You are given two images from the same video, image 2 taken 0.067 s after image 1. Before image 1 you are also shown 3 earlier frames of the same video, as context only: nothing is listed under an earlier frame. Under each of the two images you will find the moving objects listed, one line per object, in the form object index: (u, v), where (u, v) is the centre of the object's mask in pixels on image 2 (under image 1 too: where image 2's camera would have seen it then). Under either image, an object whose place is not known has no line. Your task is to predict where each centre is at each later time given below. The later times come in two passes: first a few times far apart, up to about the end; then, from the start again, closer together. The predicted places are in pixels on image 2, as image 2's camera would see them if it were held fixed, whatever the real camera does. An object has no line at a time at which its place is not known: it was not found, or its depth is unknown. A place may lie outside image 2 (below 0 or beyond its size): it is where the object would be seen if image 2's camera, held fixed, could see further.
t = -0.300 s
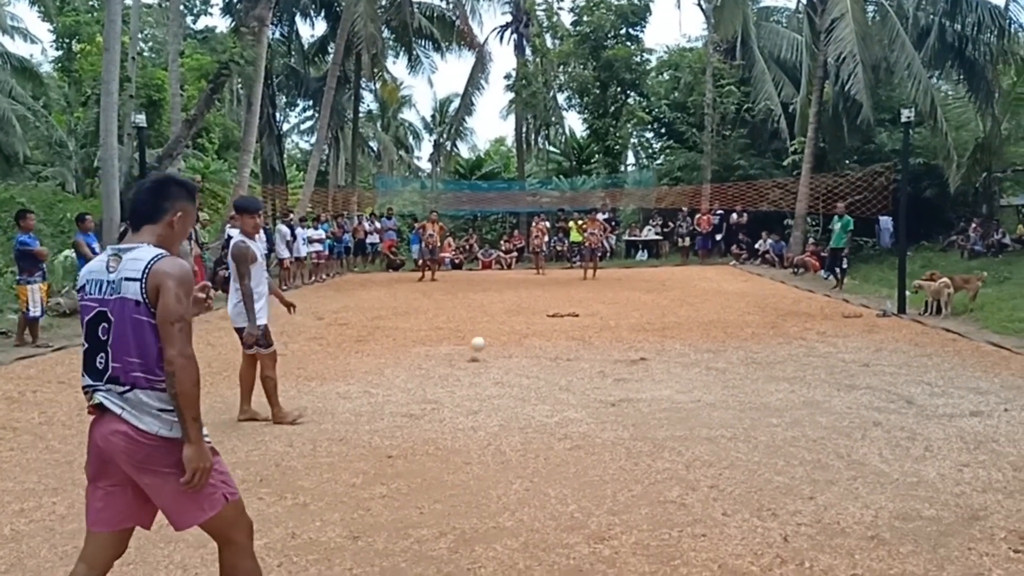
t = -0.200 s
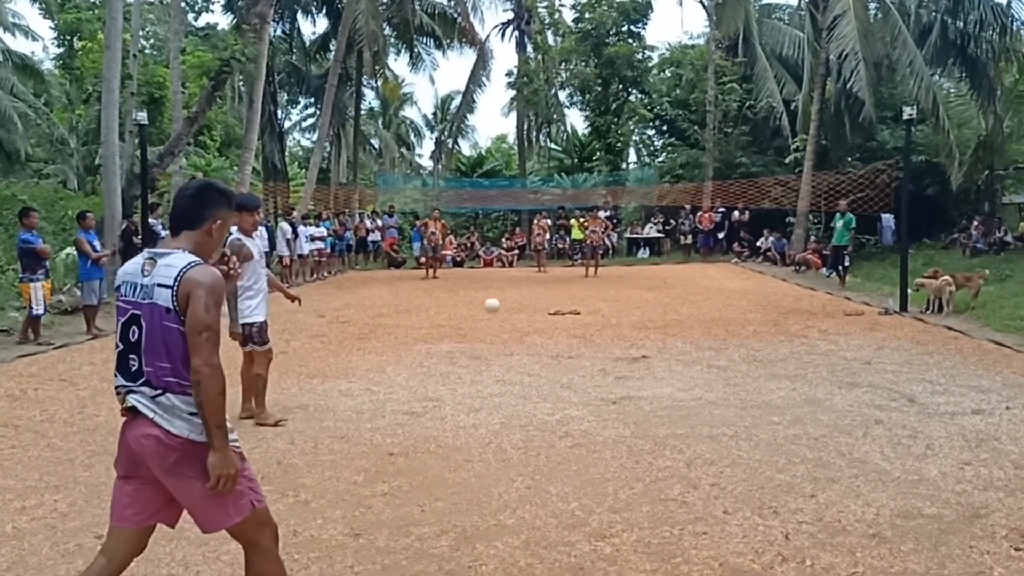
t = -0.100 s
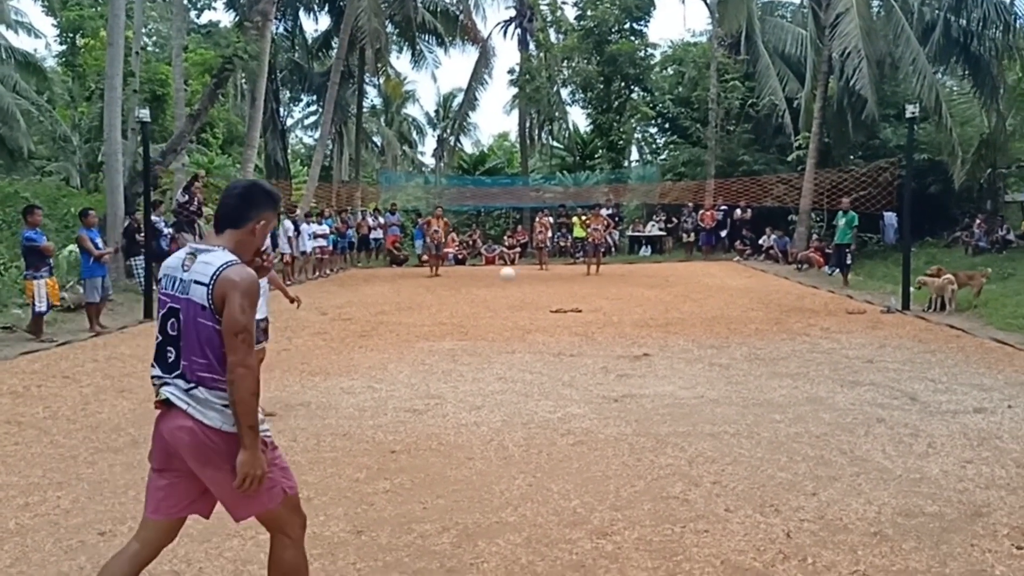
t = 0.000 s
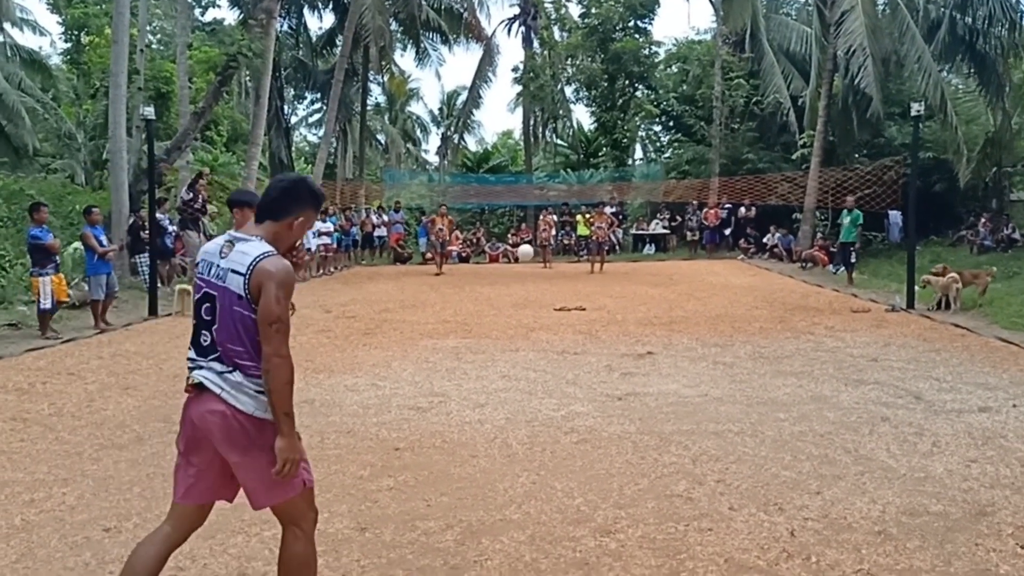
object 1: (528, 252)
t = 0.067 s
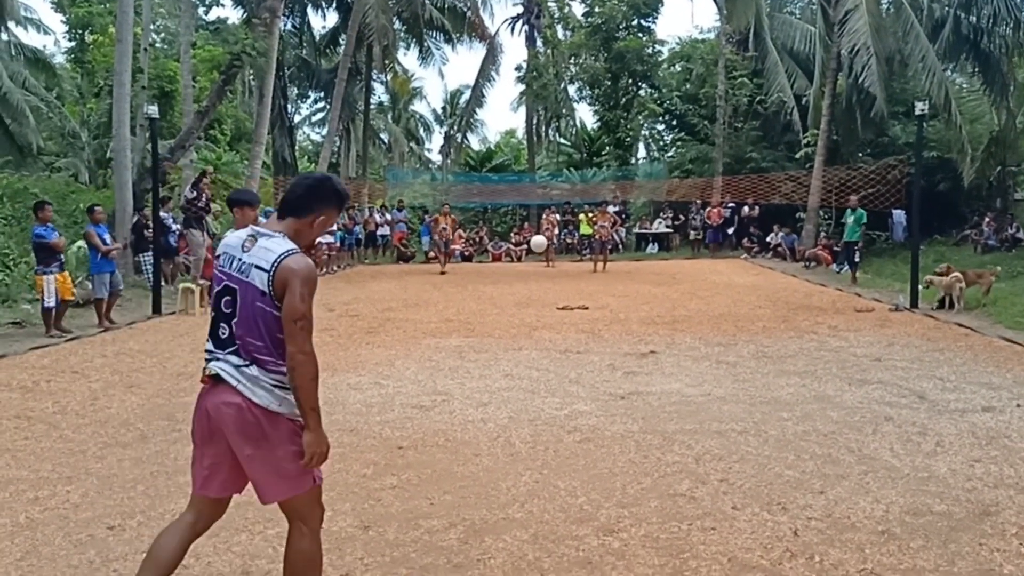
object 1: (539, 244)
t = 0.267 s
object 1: (572, 248)
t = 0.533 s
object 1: (623, 331)
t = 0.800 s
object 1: (680, 337)
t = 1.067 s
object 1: (748, 311)
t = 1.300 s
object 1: (817, 385)
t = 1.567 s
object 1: (915, 421)
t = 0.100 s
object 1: (544, 241)
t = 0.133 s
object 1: (549, 240)
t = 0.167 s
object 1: (555, 240)
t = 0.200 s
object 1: (561, 241)
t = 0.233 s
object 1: (567, 244)
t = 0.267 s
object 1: (572, 248)
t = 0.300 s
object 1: (579, 253)
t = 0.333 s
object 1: (584, 258)
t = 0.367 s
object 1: (592, 266)
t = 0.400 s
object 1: (598, 276)
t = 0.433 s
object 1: (604, 288)
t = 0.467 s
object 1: (610, 301)
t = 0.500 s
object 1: (617, 315)
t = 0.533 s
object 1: (623, 331)
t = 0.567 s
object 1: (630, 349)
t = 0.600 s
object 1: (636, 369)
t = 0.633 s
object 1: (643, 392)
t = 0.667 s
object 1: (650, 382)
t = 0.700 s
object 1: (657, 368)
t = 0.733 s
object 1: (664, 357)
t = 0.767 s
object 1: (672, 346)
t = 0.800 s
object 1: (680, 337)
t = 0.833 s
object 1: (687, 328)
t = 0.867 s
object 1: (696, 321)
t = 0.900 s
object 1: (704, 315)
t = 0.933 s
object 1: (712, 311)
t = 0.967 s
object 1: (721, 309)
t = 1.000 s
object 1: (730, 308)
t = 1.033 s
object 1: (739, 308)
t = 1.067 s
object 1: (748, 311)
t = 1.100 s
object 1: (757, 315)
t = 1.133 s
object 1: (767, 322)
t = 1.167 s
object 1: (776, 330)
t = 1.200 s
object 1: (786, 340)
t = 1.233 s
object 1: (796, 352)
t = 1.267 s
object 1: (806, 368)
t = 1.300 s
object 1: (817, 385)
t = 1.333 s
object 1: (827, 405)
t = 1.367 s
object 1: (838, 428)
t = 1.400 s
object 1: (849, 452)
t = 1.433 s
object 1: (861, 470)
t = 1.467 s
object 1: (875, 455)
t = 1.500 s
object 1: (888, 442)
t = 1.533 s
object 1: (901, 430)
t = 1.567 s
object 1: (915, 421)
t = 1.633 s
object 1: (944, 407)
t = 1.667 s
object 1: (959, 403)
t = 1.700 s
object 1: (974, 402)
